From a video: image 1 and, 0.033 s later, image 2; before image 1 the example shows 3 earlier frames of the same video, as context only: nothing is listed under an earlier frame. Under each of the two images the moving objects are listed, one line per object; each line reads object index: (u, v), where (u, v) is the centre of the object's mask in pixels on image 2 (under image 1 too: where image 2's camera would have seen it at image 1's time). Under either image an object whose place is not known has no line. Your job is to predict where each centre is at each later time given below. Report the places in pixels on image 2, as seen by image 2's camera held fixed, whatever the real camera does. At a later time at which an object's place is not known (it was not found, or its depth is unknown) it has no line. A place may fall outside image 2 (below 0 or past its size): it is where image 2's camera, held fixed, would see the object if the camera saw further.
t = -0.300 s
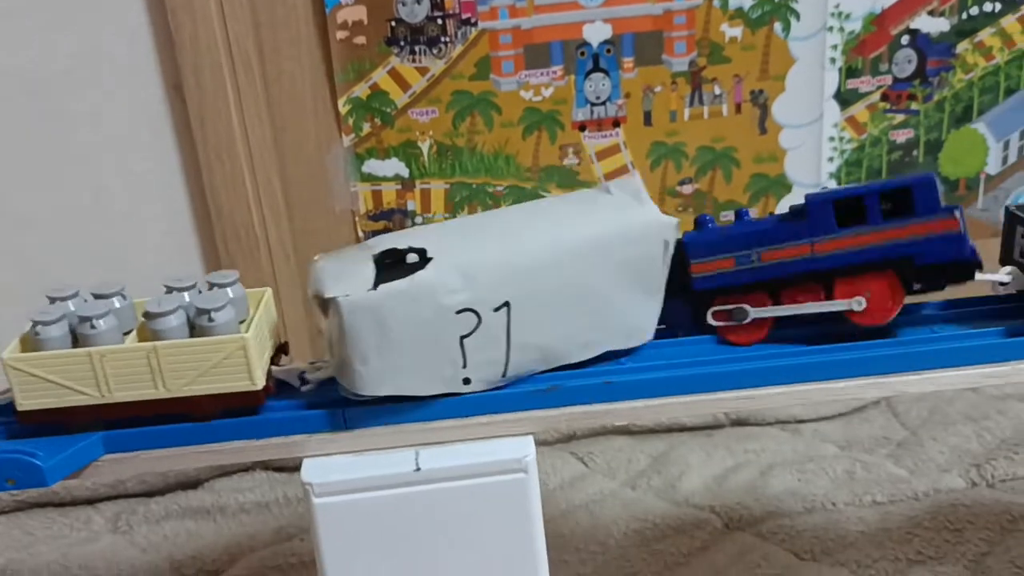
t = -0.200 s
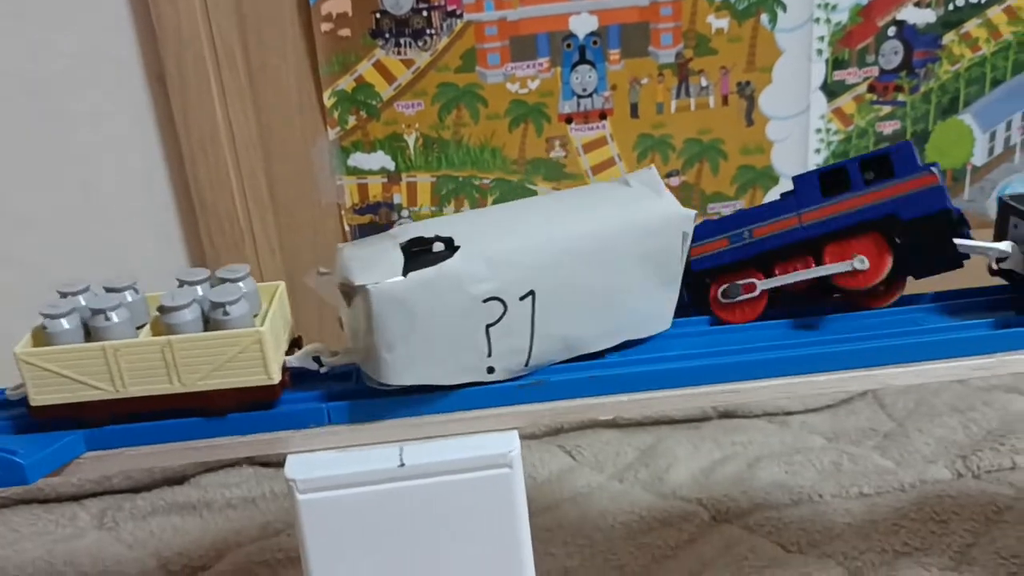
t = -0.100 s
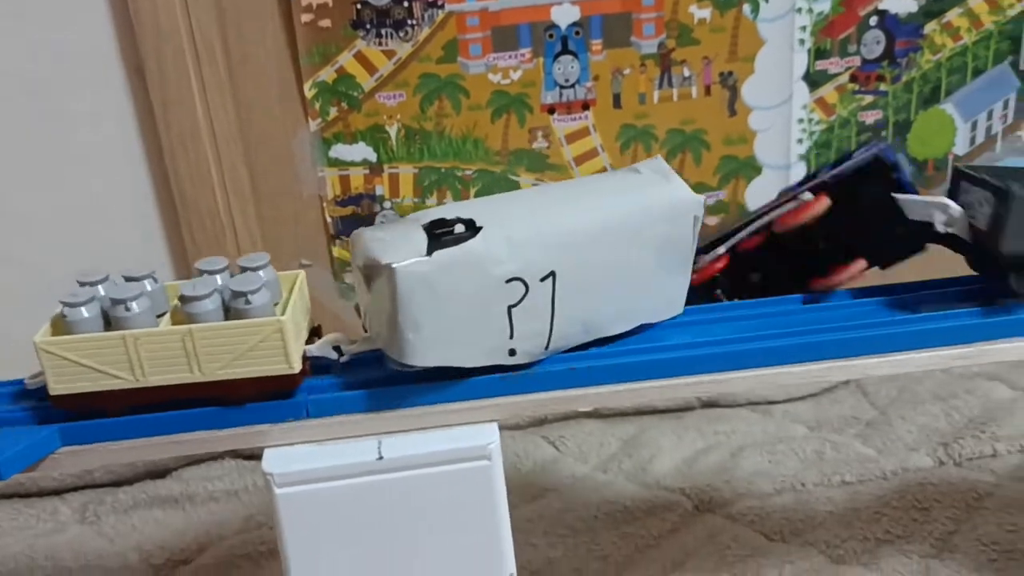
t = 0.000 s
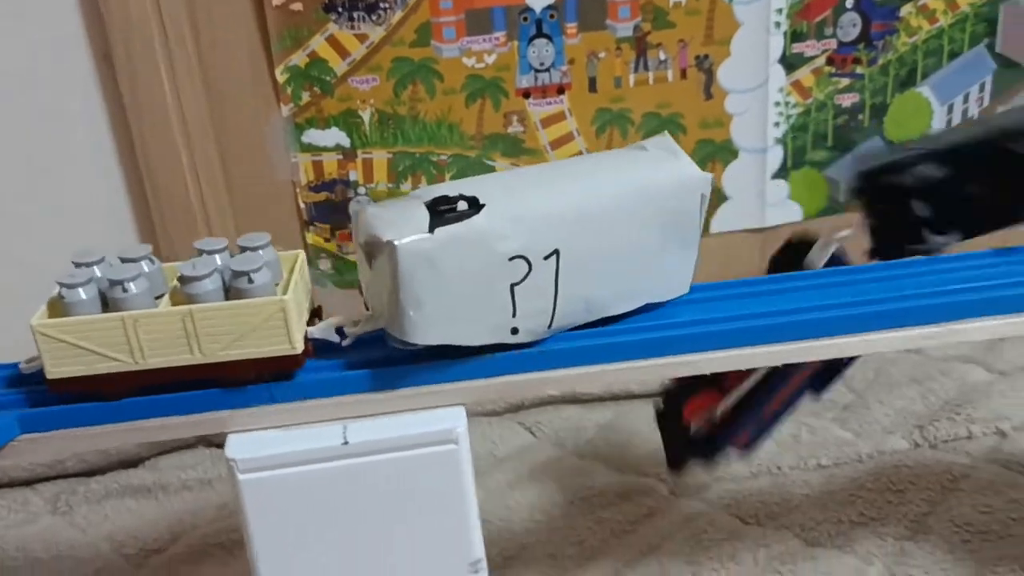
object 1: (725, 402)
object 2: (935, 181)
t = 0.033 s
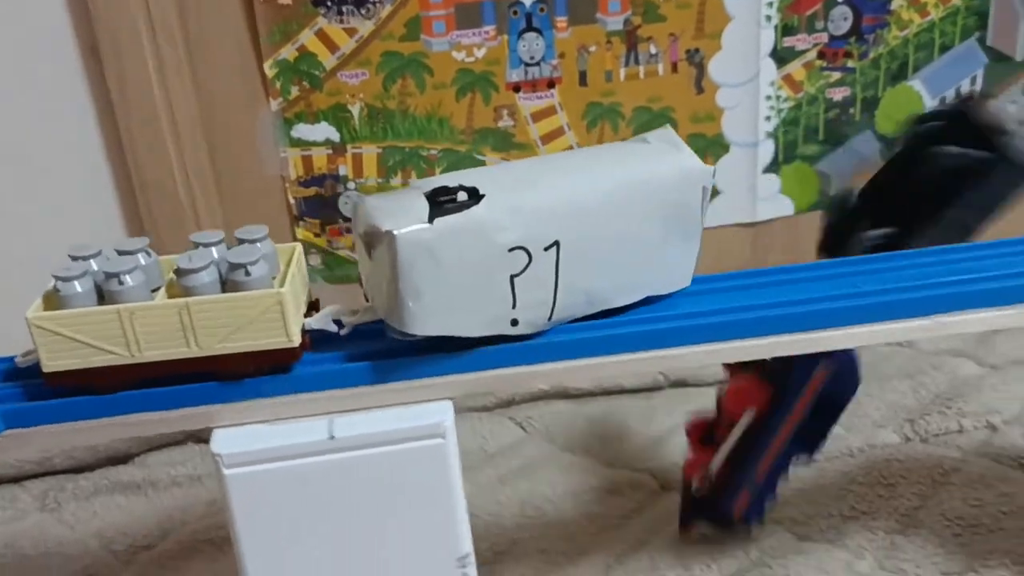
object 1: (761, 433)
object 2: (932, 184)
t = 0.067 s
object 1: (779, 436)
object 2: (882, 190)
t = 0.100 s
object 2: (869, 170)
